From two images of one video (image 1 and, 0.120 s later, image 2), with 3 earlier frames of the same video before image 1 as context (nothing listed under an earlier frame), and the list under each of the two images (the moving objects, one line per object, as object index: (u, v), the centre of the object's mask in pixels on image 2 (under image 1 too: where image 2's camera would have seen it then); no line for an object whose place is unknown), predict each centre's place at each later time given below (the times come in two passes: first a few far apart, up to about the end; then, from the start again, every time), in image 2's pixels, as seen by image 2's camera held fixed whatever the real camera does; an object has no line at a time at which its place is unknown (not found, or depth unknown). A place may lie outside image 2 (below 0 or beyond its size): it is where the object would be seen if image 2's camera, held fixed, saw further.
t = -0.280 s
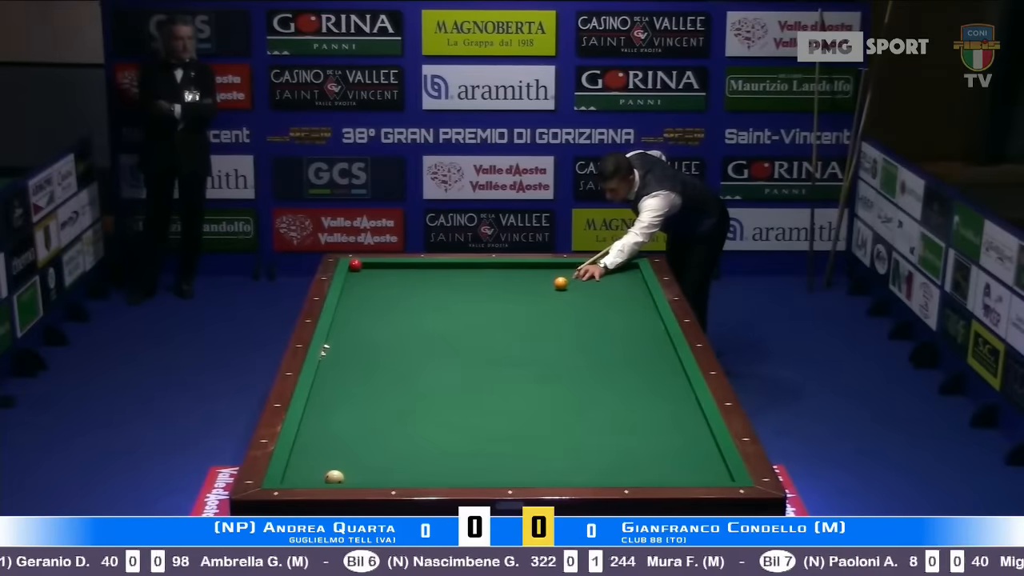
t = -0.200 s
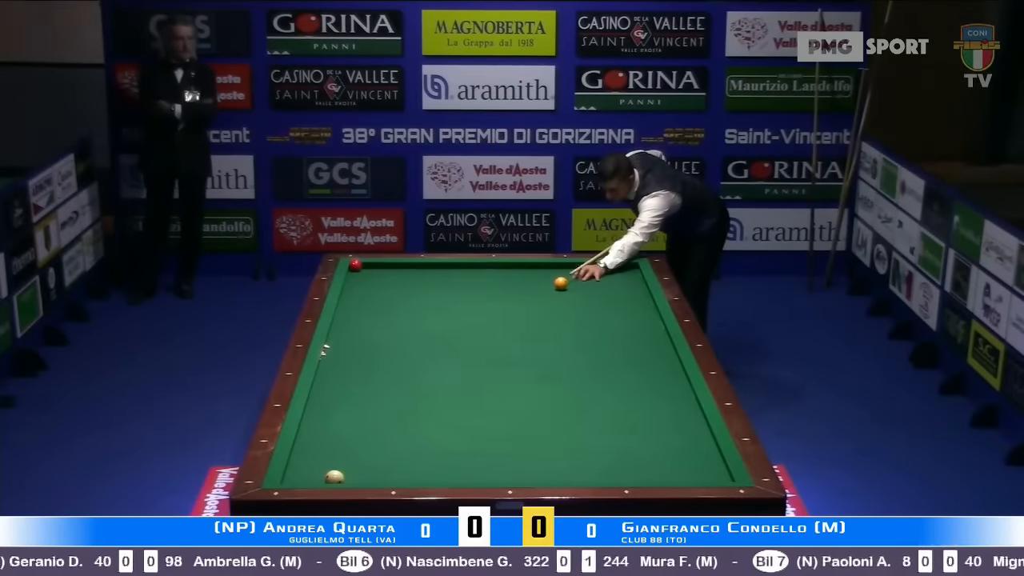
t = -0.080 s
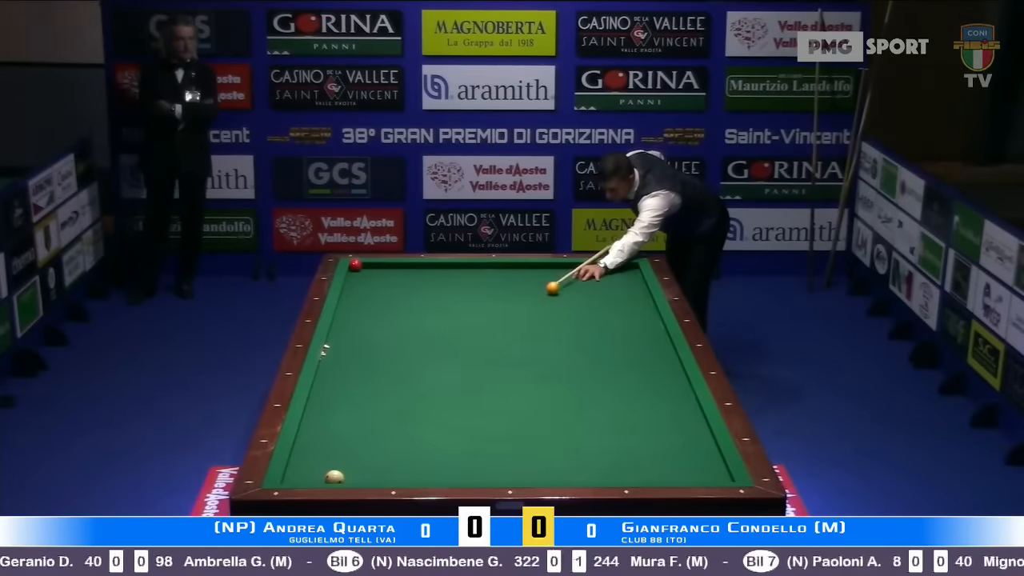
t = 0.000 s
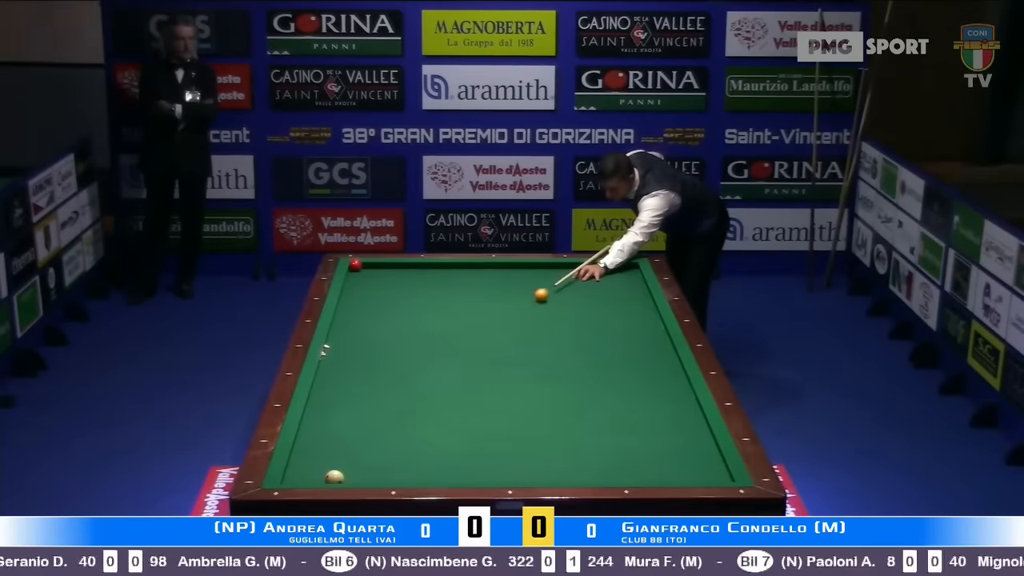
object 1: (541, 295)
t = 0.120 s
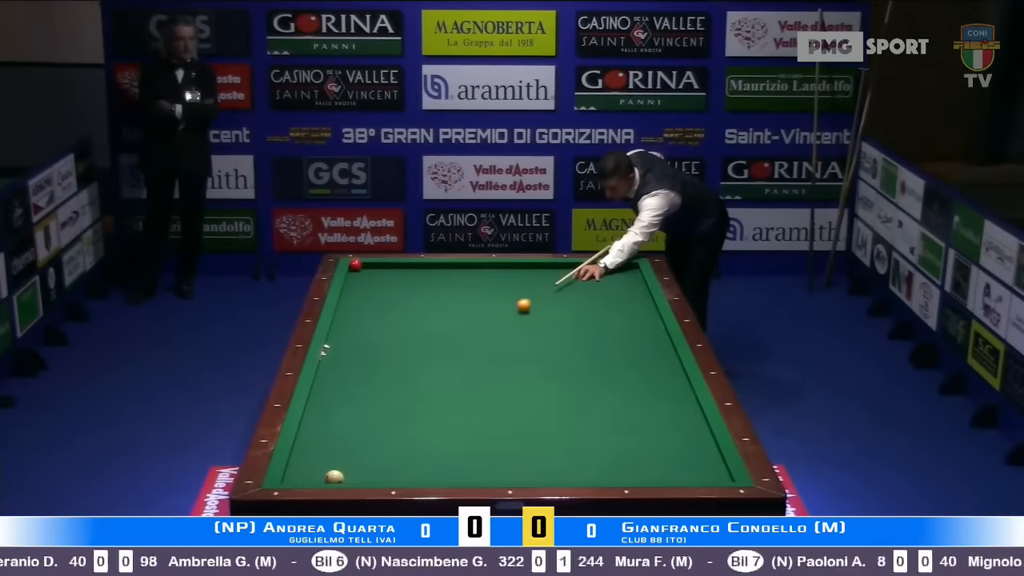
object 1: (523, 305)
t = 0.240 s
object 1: (505, 317)
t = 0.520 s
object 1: (459, 345)
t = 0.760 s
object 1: (414, 372)
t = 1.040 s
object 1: (357, 407)
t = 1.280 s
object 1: (302, 441)
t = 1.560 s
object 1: (322, 474)
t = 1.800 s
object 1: (307, 478)
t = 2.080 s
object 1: (296, 473)
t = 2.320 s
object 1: (297, 469)
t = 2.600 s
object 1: (306, 463)
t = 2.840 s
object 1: (312, 458)
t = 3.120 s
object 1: (319, 453)
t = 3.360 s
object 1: (325, 449)
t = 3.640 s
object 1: (331, 445)
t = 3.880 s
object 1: (336, 442)
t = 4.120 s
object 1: (340, 439)
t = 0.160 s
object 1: (518, 309)
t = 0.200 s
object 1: (511, 313)
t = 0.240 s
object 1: (505, 317)
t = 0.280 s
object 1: (499, 321)
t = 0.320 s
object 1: (493, 325)
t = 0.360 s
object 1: (486, 329)
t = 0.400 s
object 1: (480, 332)
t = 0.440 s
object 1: (473, 336)
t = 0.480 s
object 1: (466, 341)
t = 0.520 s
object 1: (459, 345)
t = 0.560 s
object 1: (452, 349)
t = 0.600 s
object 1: (445, 354)
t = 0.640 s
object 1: (438, 358)
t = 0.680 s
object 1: (430, 363)
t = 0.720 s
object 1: (422, 367)
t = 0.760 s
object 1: (414, 372)
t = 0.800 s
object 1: (407, 377)
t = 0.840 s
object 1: (399, 382)
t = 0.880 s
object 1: (391, 386)
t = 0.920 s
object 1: (382, 392)
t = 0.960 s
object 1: (374, 397)
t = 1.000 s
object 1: (366, 402)
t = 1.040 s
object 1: (357, 407)
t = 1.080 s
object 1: (348, 412)
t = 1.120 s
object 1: (339, 418)
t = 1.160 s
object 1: (330, 424)
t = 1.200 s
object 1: (320, 430)
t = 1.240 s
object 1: (310, 436)
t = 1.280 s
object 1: (302, 441)
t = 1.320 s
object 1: (307, 447)
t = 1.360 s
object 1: (312, 451)
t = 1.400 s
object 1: (316, 457)
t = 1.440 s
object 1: (319, 462)
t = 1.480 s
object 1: (321, 467)
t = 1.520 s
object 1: (322, 471)
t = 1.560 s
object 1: (322, 474)
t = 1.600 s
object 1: (318, 475)
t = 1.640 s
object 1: (316, 476)
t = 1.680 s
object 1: (313, 477)
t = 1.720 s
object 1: (311, 478)
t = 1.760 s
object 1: (309, 479)
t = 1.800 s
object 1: (307, 478)
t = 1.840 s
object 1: (305, 477)
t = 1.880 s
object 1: (304, 477)
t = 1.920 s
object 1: (303, 476)
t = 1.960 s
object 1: (301, 476)
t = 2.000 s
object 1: (299, 475)
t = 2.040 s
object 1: (298, 474)
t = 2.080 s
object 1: (296, 473)
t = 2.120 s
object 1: (295, 473)
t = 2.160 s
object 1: (293, 472)
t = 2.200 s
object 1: (294, 472)
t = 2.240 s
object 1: (295, 471)
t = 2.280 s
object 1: (296, 470)
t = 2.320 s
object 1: (297, 469)
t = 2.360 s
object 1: (299, 468)
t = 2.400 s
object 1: (300, 468)
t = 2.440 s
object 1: (301, 467)
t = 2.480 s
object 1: (302, 466)
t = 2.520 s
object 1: (303, 465)
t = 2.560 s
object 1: (305, 464)
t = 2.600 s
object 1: (306, 463)
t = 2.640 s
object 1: (307, 462)
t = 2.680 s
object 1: (308, 462)
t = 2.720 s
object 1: (309, 461)
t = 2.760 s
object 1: (310, 460)
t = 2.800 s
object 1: (311, 459)
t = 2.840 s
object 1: (312, 458)
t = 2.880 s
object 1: (313, 458)
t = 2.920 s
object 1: (314, 457)
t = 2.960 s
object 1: (315, 456)
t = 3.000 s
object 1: (317, 455)
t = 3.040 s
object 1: (317, 455)
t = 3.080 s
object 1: (318, 454)
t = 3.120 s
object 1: (319, 453)
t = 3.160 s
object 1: (320, 452)
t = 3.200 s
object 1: (321, 452)
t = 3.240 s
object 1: (322, 451)
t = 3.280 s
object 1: (323, 451)
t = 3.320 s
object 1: (324, 450)
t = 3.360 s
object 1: (325, 449)
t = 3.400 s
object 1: (326, 449)
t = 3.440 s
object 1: (327, 448)
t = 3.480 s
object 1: (327, 448)
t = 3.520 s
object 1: (329, 447)
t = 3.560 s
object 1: (329, 446)
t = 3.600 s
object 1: (330, 446)
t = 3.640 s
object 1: (331, 445)
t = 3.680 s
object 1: (332, 445)
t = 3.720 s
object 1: (333, 444)
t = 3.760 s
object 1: (334, 444)
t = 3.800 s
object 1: (334, 443)
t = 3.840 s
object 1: (335, 443)
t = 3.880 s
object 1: (336, 442)
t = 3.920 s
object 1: (336, 442)
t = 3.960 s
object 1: (337, 442)
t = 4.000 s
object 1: (338, 441)
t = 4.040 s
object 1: (339, 440)
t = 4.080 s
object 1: (339, 440)
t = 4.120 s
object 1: (340, 439)
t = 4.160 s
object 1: (340, 439)
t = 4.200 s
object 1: (341, 438)
